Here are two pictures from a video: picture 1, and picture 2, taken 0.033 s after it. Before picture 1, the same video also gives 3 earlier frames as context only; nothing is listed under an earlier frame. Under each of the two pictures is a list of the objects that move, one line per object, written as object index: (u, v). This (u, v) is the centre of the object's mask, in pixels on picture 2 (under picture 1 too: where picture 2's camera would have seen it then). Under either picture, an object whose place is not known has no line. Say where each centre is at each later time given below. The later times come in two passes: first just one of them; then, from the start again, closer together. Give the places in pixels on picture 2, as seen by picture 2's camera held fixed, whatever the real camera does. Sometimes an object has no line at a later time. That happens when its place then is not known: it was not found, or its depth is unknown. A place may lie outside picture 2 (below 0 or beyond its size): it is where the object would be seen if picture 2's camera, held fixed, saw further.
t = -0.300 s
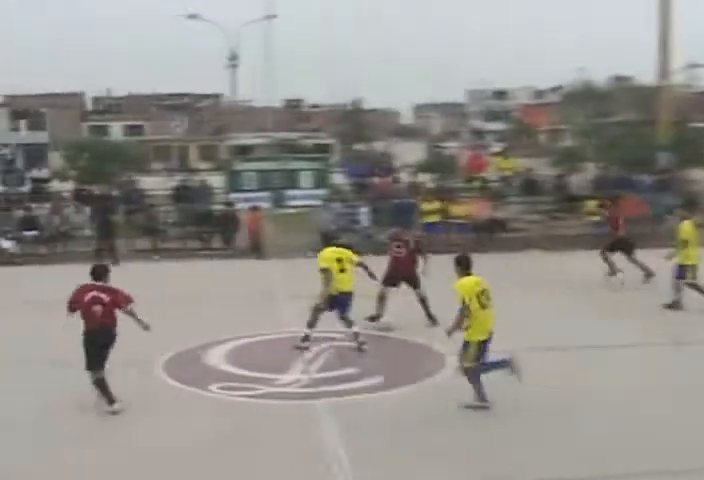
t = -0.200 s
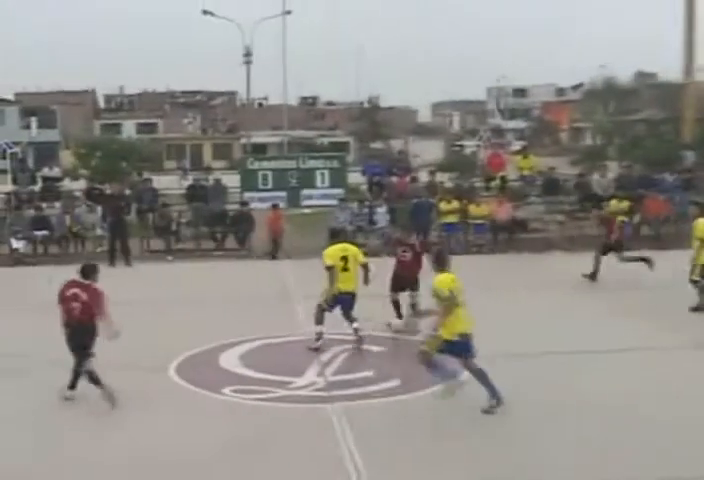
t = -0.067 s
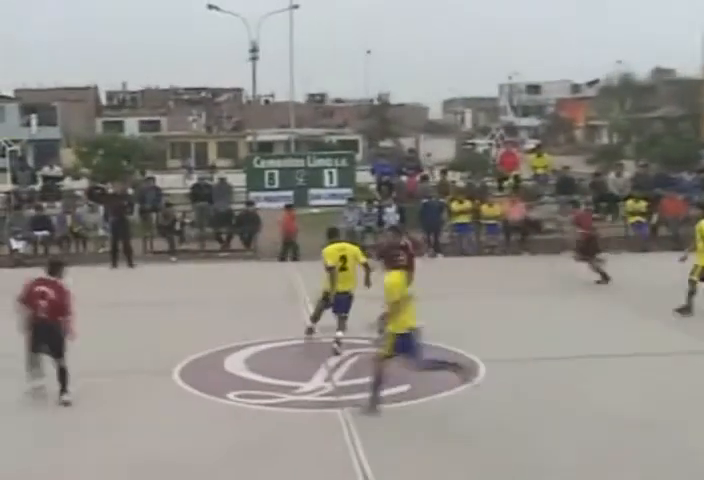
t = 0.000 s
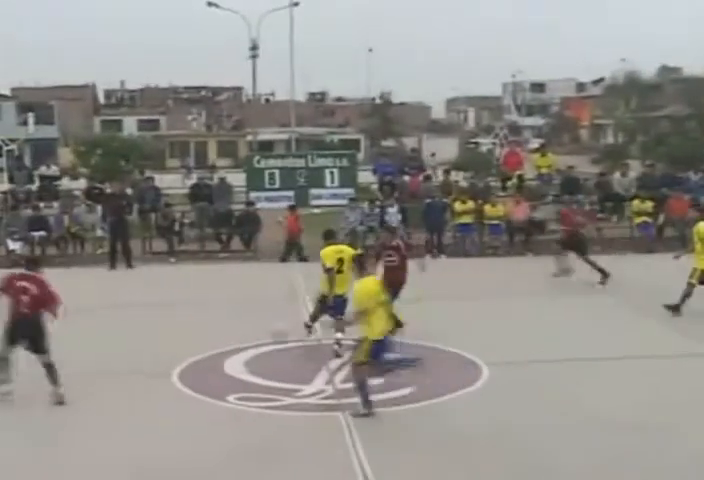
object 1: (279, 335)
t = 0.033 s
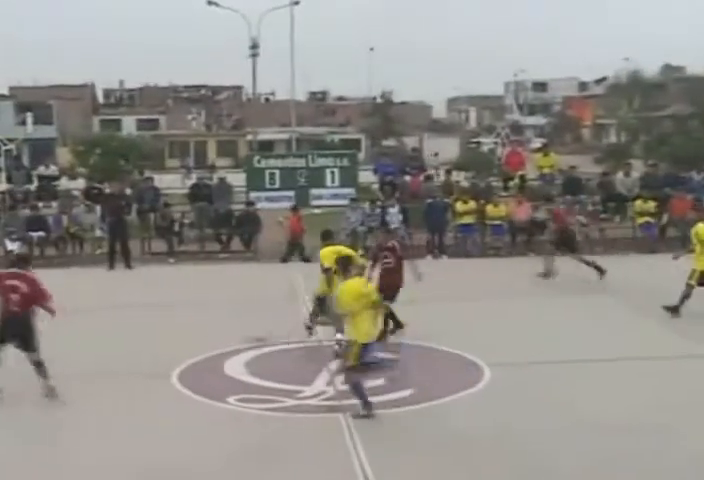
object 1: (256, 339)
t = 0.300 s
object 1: (108, 337)
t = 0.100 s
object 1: (216, 336)
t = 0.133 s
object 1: (197, 337)
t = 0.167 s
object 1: (178, 337)
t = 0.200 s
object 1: (162, 337)
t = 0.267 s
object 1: (124, 337)
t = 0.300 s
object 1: (108, 337)
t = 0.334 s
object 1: (90, 336)
